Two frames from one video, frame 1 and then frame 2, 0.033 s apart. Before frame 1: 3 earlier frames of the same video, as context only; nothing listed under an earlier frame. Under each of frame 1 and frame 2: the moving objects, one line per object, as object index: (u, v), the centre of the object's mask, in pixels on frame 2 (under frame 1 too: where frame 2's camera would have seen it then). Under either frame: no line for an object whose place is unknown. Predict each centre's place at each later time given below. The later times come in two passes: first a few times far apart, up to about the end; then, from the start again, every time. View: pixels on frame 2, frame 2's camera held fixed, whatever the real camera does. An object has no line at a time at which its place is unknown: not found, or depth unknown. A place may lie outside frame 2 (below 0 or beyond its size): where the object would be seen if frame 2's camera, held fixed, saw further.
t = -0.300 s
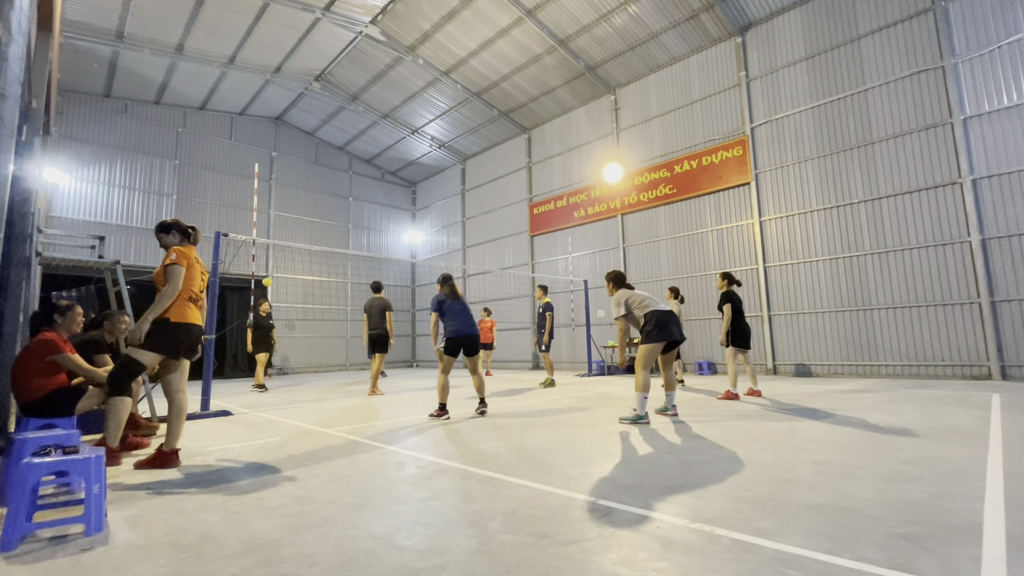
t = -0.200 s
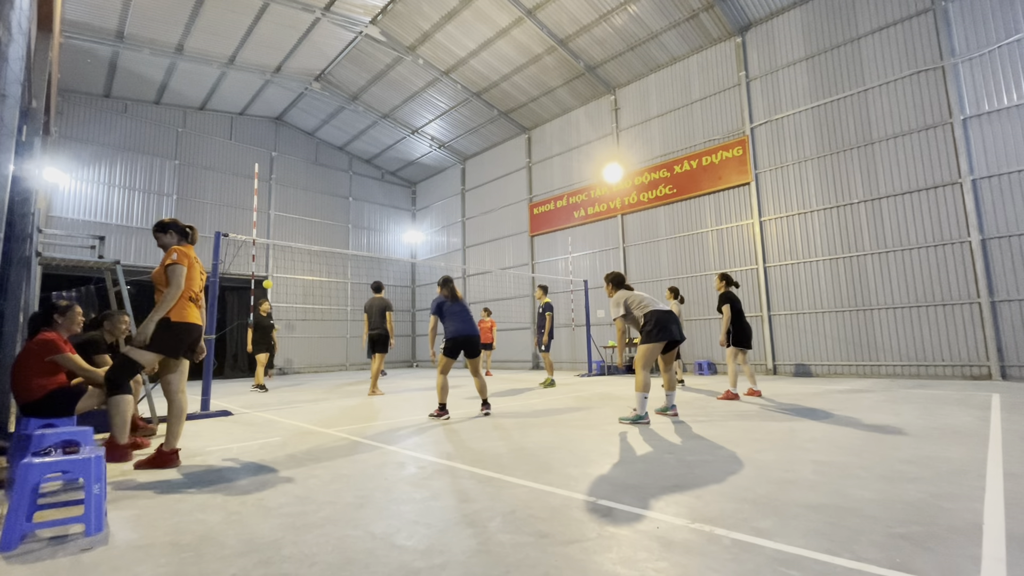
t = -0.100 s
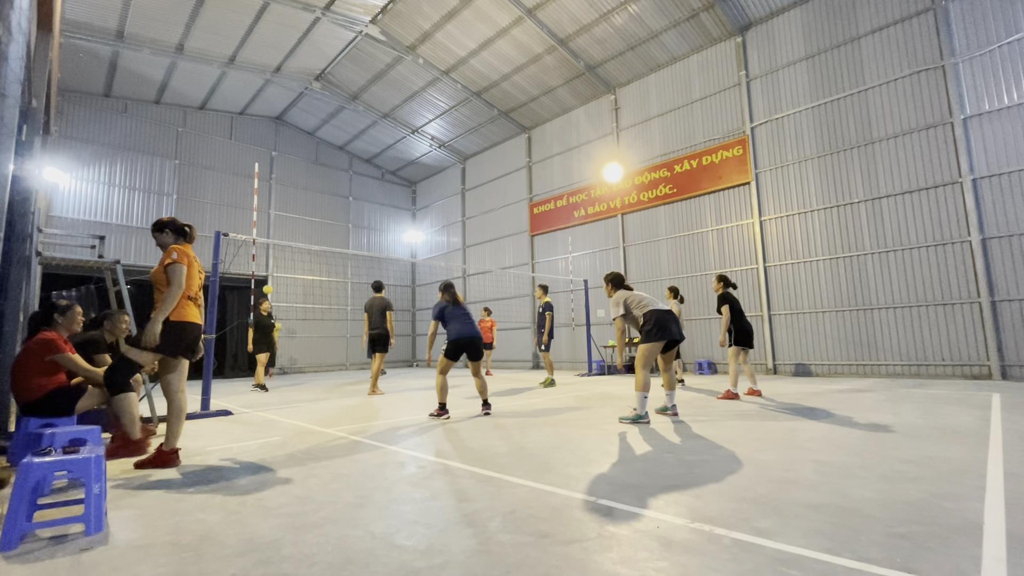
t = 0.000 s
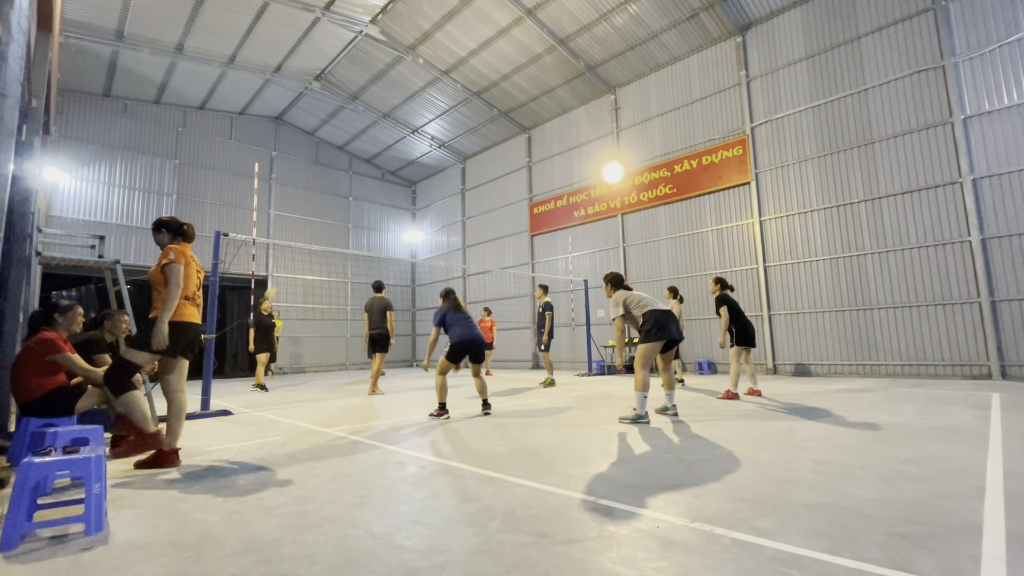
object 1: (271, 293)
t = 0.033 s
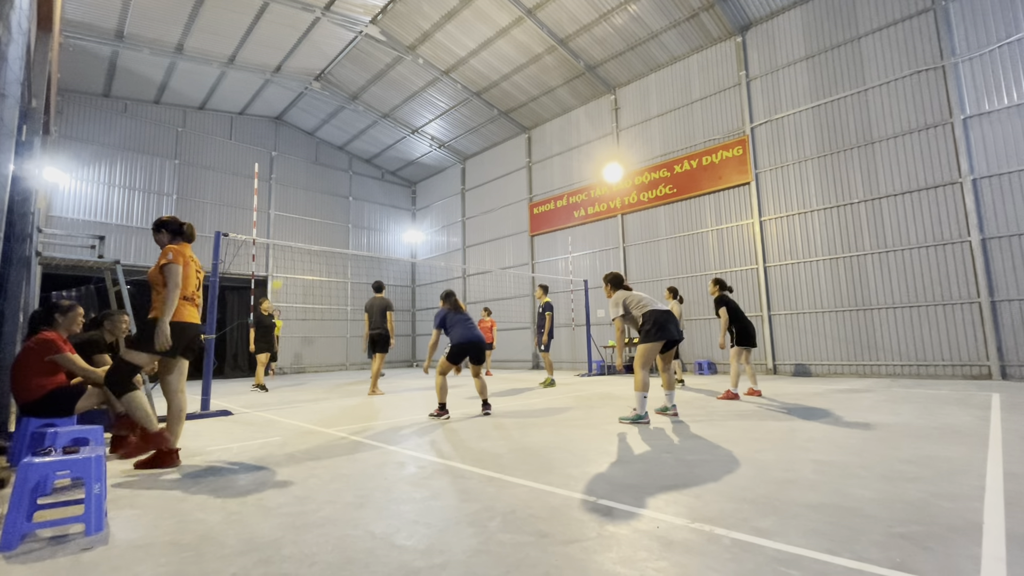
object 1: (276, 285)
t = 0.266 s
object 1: (315, 238)
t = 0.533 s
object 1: (366, 209)
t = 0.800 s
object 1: (430, 217)
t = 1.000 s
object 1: (491, 259)
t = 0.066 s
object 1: (282, 277)
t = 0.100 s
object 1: (287, 269)
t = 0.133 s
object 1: (293, 262)
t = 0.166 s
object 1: (299, 255)
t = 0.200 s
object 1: (303, 250)
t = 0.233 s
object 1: (310, 242)
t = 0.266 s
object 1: (315, 238)
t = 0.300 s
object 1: (321, 233)
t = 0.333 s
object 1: (327, 228)
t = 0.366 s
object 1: (333, 224)
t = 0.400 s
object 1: (339, 220)
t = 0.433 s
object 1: (345, 216)
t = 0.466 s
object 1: (352, 214)
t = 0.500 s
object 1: (359, 211)
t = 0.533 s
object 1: (366, 209)
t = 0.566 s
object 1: (373, 208)
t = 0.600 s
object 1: (380, 207)
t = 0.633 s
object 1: (388, 207)
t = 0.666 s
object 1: (396, 208)
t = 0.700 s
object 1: (403, 209)
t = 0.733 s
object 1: (412, 211)
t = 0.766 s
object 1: (420, 213)
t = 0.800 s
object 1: (430, 217)
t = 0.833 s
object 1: (439, 221)
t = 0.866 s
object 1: (448, 226)
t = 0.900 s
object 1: (458, 233)
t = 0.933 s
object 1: (469, 241)
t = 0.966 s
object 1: (479, 249)
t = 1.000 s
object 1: (491, 259)
